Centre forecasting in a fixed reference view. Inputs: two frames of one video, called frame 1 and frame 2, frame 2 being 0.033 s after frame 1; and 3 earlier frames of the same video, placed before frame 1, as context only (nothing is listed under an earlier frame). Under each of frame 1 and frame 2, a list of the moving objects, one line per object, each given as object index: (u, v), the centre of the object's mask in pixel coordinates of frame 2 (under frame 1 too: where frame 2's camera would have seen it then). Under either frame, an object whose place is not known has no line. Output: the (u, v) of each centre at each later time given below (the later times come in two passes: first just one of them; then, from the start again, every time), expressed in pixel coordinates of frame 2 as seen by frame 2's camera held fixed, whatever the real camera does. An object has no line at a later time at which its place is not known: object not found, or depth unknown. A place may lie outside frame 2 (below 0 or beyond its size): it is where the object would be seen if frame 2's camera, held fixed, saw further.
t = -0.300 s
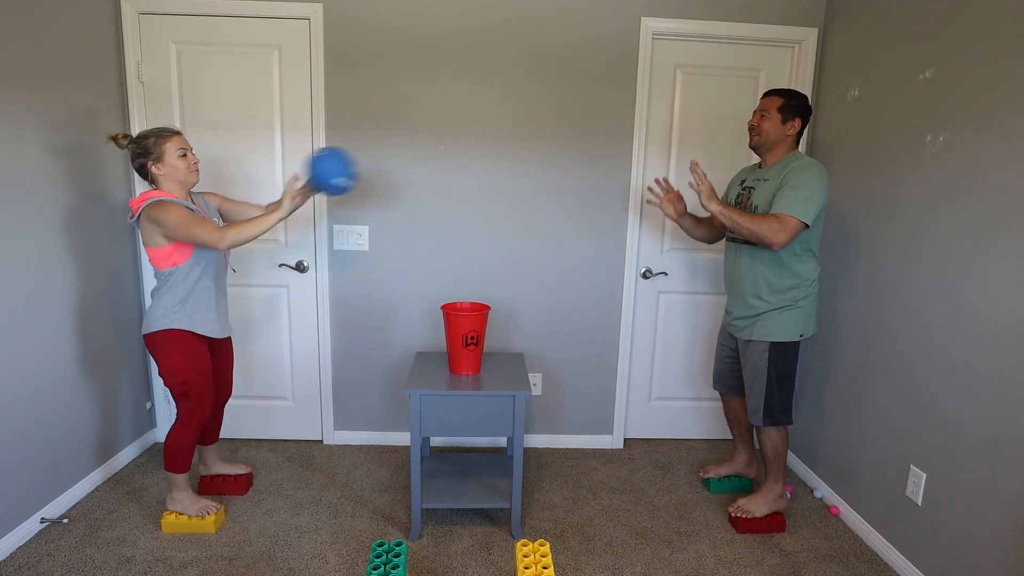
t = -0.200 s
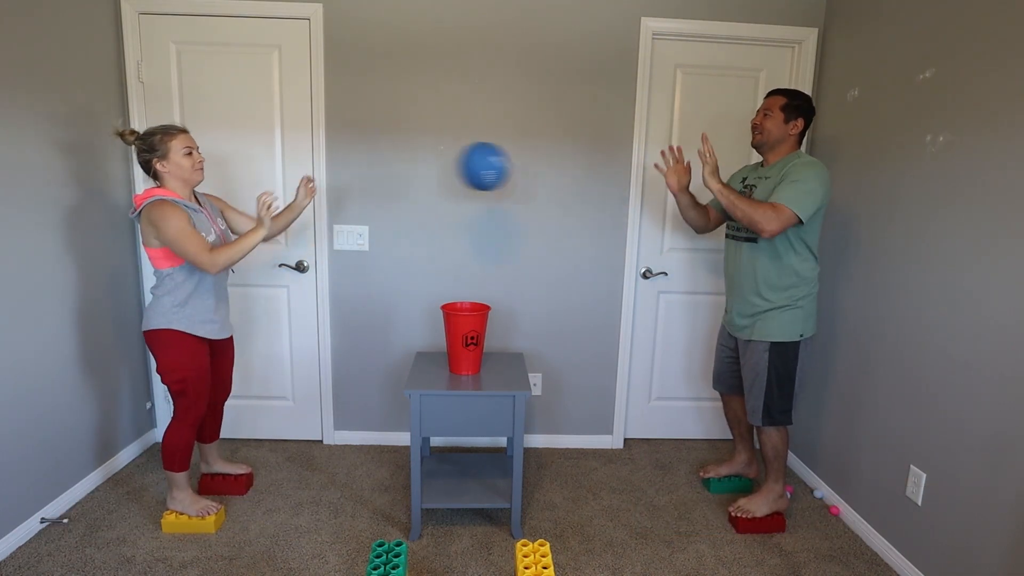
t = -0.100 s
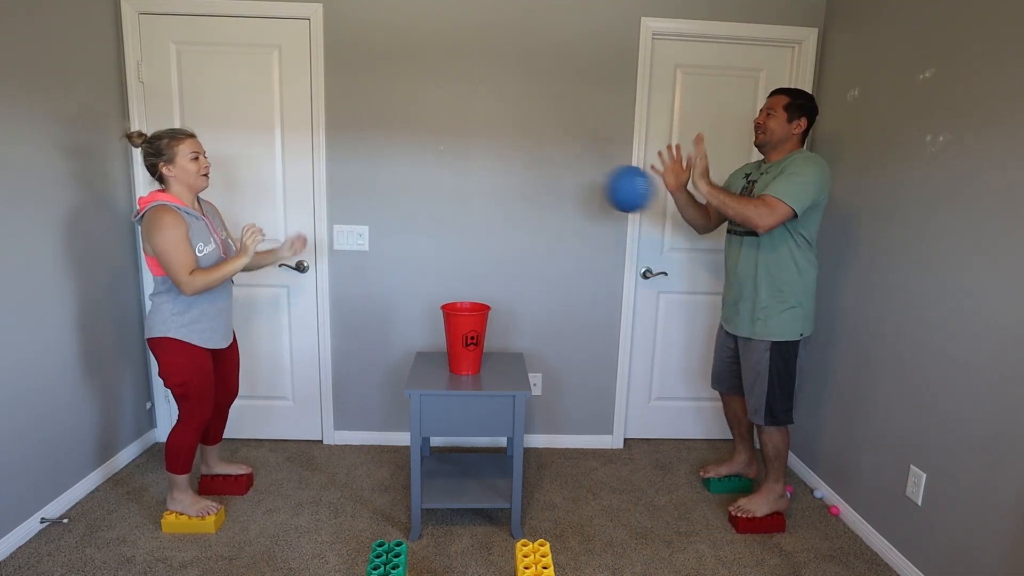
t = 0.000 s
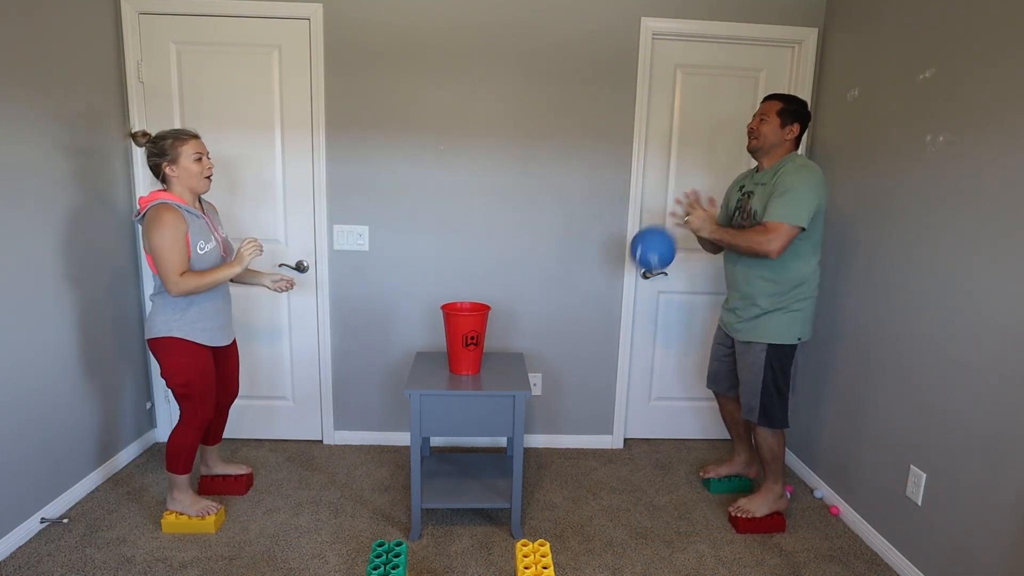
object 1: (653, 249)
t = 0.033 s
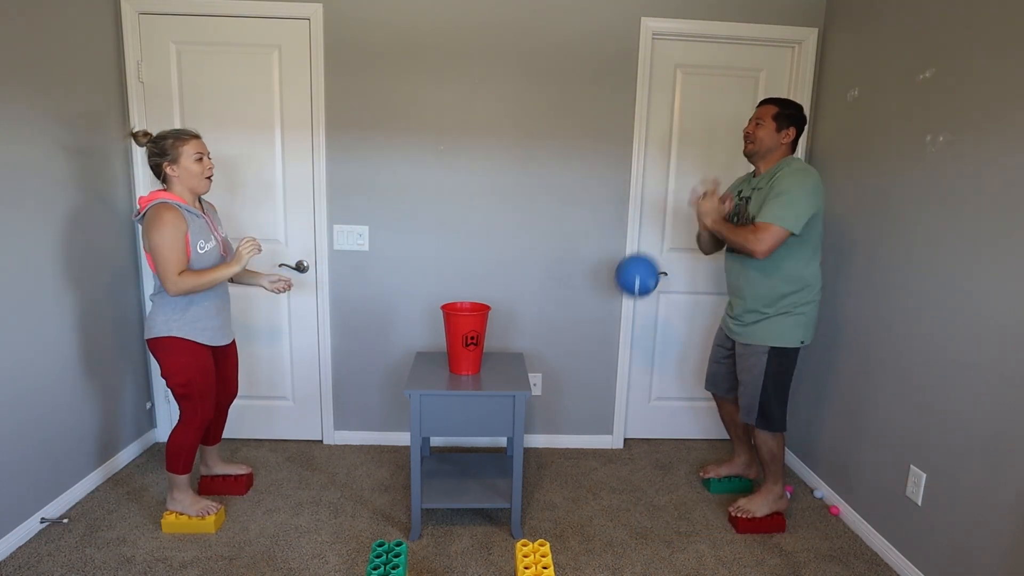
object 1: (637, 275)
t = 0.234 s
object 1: (558, 456)
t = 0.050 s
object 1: (630, 289)
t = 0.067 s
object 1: (622, 303)
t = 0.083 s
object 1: (615, 317)
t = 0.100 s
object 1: (607, 332)
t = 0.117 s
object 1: (600, 347)
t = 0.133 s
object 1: (594, 362)
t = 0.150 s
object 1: (587, 377)
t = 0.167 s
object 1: (581, 392)
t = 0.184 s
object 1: (575, 408)
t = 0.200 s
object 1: (569, 422)
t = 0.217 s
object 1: (563, 440)
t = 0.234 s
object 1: (558, 456)
